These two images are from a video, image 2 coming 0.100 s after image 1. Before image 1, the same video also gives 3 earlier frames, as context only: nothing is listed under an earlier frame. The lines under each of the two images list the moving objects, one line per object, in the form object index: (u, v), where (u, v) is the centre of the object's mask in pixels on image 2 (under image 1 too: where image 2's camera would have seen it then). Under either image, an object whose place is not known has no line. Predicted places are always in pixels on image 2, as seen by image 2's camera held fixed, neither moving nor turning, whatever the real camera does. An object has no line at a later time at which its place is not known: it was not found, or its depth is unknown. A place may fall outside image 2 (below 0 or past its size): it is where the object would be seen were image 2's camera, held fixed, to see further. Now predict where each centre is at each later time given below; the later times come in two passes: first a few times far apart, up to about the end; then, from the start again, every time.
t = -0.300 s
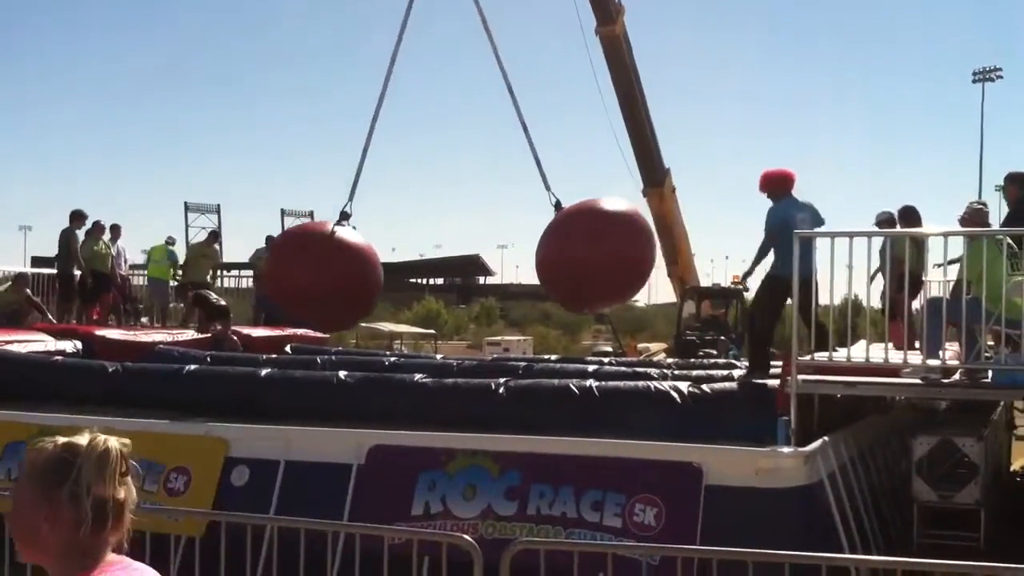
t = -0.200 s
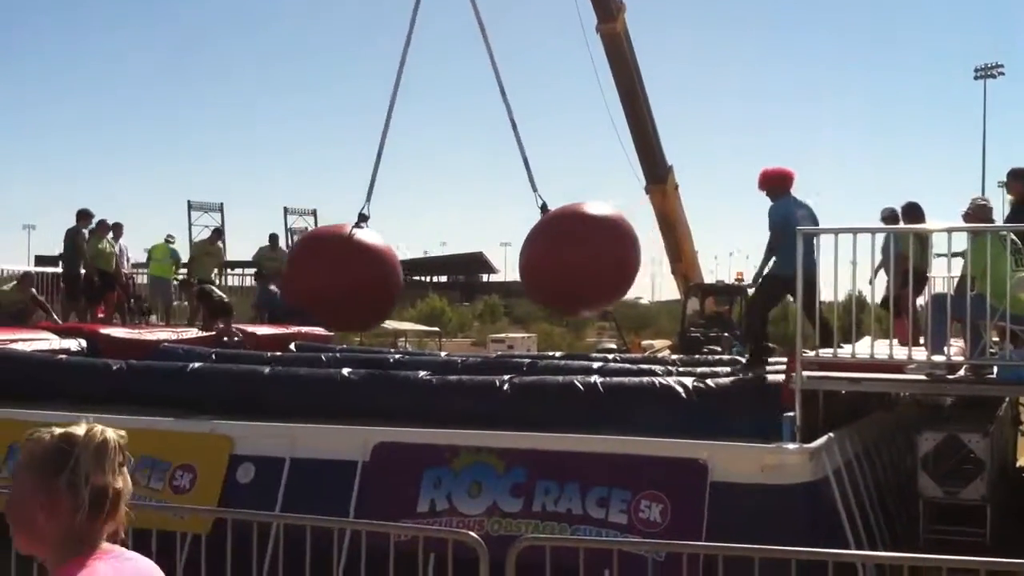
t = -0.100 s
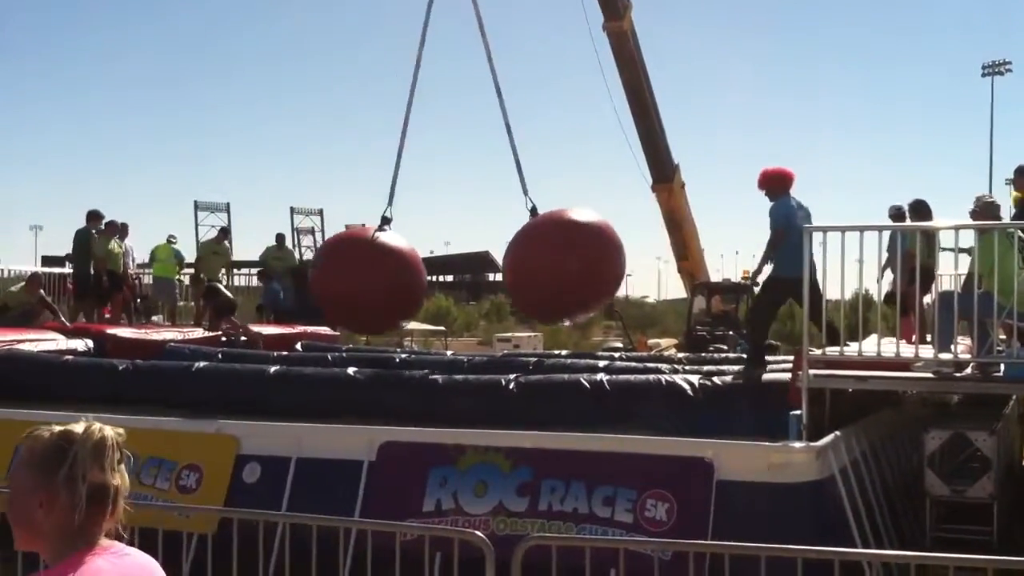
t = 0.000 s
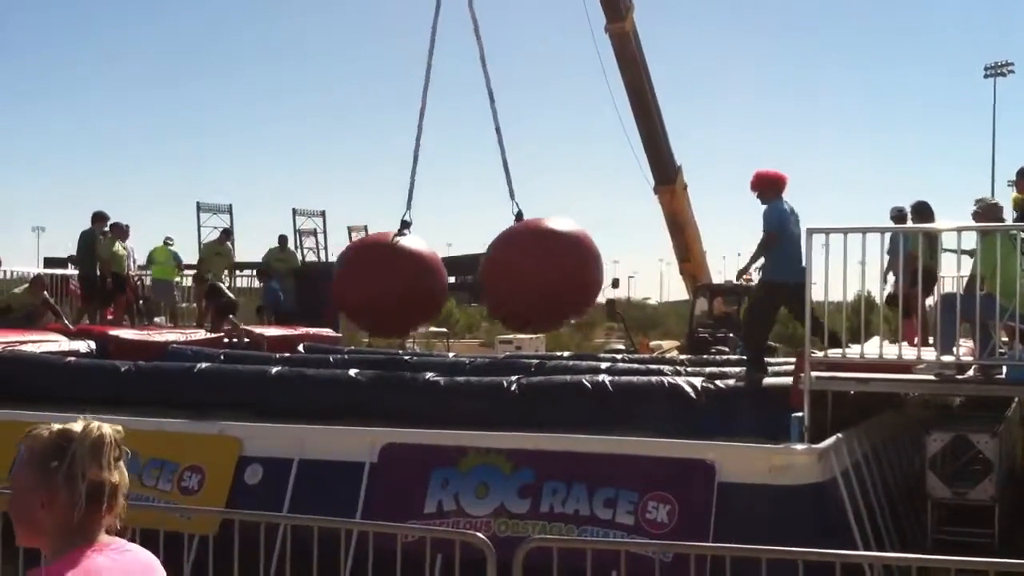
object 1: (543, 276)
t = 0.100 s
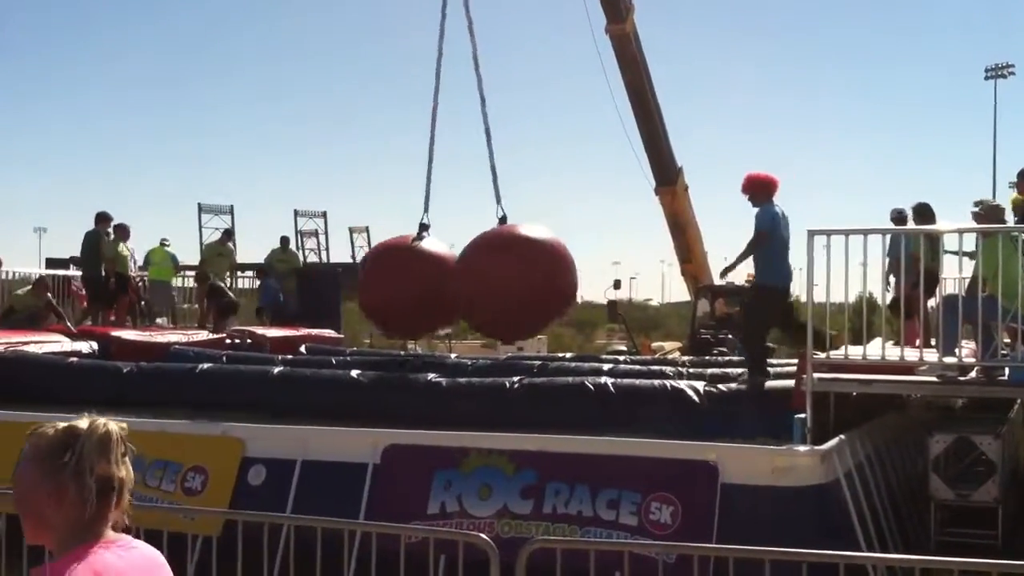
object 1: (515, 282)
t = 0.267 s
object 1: (462, 286)
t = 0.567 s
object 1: (377, 274)
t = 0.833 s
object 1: (317, 258)
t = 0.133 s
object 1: (505, 283)
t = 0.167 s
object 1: (497, 283)
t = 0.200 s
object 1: (488, 283)
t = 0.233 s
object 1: (478, 285)
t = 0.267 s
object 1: (462, 286)
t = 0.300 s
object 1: (454, 284)
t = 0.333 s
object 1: (448, 283)
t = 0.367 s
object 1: (434, 283)
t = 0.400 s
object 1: (425, 282)
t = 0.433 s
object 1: (415, 281)
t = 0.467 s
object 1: (406, 279)
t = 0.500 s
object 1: (396, 278)
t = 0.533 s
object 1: (388, 276)
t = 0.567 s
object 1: (377, 274)
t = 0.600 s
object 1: (369, 271)
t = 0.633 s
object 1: (362, 270)
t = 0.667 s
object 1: (353, 270)
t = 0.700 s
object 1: (345, 267)
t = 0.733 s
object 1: (337, 265)
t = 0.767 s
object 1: (331, 264)
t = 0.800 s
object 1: (324, 262)
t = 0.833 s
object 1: (317, 258)
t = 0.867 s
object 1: (310, 257)
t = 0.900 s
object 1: (305, 257)
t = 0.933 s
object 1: (300, 254)
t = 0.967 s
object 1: (295, 253)
